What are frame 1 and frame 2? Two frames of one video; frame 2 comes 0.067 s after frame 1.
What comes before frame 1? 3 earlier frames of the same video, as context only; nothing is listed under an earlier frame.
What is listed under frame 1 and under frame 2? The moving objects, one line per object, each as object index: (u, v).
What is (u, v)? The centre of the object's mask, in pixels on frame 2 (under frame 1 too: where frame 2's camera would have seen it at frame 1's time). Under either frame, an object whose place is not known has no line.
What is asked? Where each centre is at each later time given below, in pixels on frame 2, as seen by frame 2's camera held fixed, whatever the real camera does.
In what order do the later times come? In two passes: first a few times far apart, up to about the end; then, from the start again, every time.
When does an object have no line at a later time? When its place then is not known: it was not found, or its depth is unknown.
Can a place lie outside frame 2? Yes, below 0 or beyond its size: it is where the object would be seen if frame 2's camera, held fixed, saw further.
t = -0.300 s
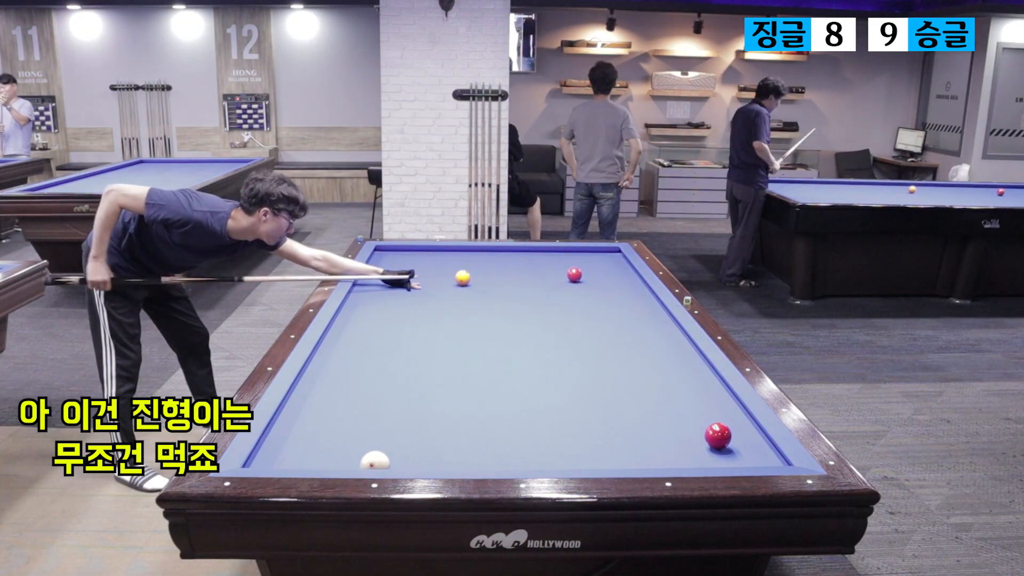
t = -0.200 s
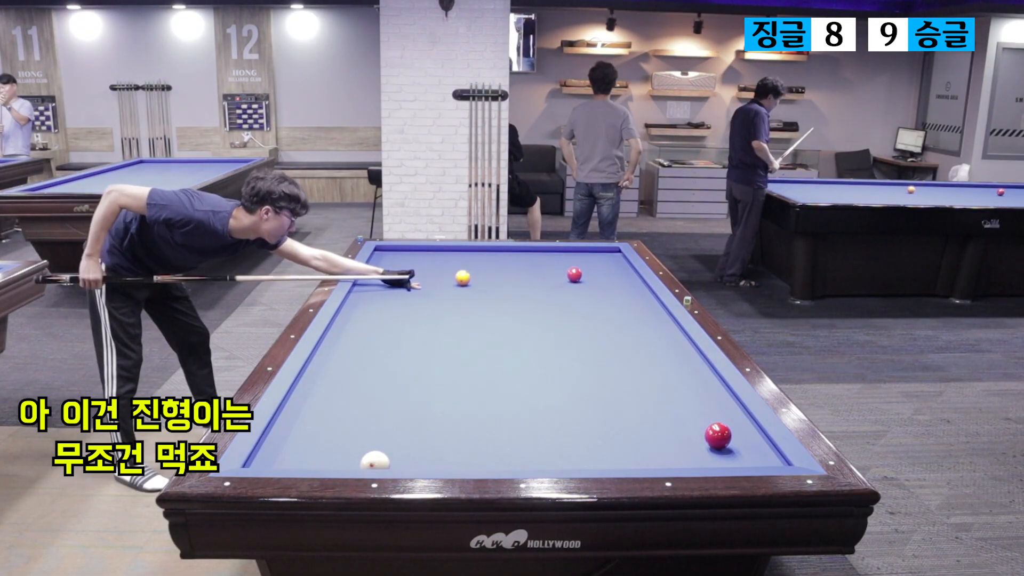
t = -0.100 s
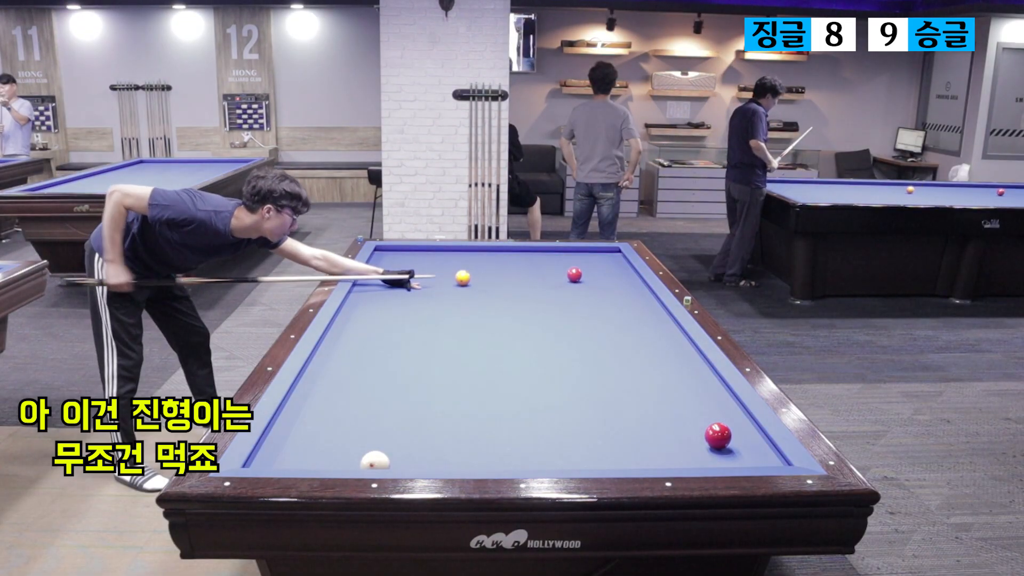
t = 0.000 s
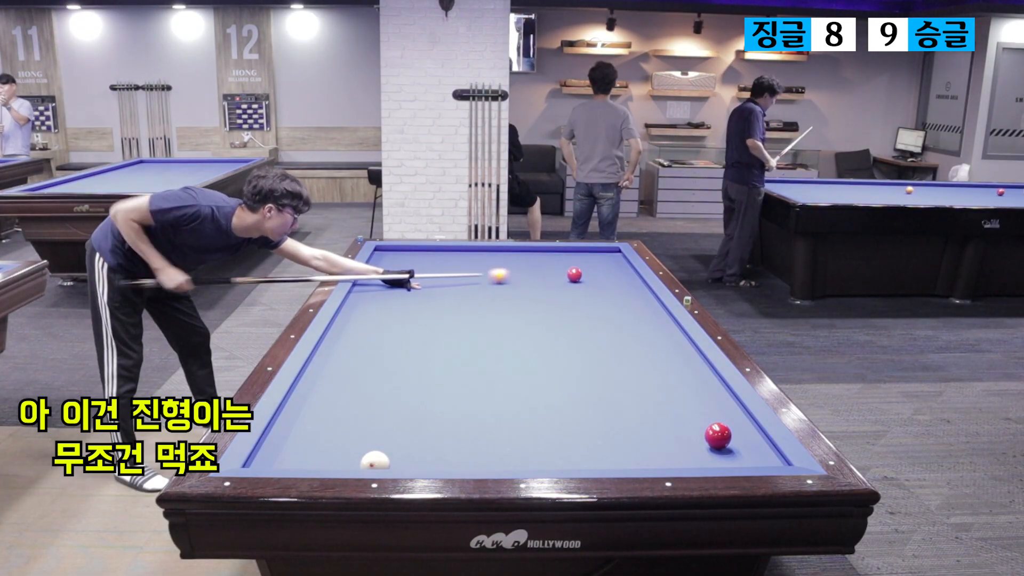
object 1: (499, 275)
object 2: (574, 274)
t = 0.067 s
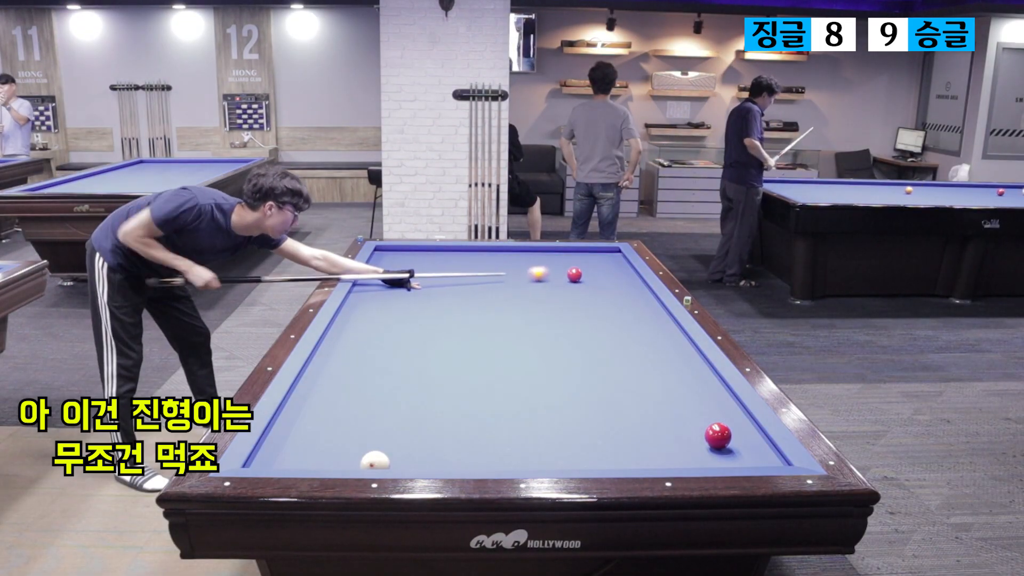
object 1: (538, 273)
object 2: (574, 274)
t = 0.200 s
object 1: (580, 266)
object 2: (605, 279)
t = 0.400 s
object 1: (614, 254)
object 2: (626, 287)
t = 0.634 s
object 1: (566, 252)
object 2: (589, 293)
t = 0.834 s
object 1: (532, 259)
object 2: (560, 297)
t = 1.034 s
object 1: (499, 265)
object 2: (530, 302)
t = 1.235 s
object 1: (463, 271)
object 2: (498, 308)
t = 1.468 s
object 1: (418, 279)
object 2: (460, 314)
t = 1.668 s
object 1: (378, 286)
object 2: (425, 320)
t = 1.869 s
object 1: (368, 294)
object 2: (390, 326)
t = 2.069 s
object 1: (388, 304)
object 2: (353, 331)
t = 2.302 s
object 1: (411, 315)
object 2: (344, 337)
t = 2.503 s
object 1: (432, 326)
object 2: (361, 341)
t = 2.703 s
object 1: (455, 337)
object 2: (377, 345)
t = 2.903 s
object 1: (480, 350)
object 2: (393, 349)
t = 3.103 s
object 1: (507, 364)
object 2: (409, 353)
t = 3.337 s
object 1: (541, 381)
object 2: (428, 358)
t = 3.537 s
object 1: (573, 397)
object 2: (444, 362)
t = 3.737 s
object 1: (608, 414)
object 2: (460, 366)
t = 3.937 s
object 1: (645, 433)
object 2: (476, 370)
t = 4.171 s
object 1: (694, 456)
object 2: (494, 374)
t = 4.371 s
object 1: (725, 453)
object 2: (510, 378)
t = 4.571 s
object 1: (749, 441)
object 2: (525, 382)
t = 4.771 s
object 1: (739, 429)
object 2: (541, 385)
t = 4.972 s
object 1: (713, 416)
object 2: (556, 389)
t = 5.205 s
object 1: (686, 408)
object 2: (574, 393)
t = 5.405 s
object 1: (665, 399)
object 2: (588, 396)
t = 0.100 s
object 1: (556, 272)
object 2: (574, 274)
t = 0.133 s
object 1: (566, 270)
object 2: (583, 276)
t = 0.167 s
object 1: (573, 268)
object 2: (594, 277)
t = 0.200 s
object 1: (580, 266)
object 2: (605, 279)
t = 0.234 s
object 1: (587, 264)
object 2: (615, 281)
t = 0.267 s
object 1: (595, 261)
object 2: (625, 282)
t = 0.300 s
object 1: (602, 259)
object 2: (636, 284)
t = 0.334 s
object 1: (609, 257)
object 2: (639, 285)
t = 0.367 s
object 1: (616, 255)
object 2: (633, 286)
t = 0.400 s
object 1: (614, 254)
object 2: (626, 287)
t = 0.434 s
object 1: (606, 252)
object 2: (620, 287)
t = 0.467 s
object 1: (598, 251)
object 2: (614, 289)
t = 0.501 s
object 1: (590, 249)
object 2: (609, 289)
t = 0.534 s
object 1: (584, 248)
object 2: (604, 290)
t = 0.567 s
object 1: (578, 249)
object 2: (599, 291)
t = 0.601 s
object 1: (572, 251)
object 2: (594, 292)
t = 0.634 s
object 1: (566, 252)
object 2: (589, 293)
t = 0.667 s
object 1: (560, 253)
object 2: (585, 293)
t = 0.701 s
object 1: (555, 254)
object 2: (580, 294)
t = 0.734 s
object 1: (549, 255)
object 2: (575, 295)
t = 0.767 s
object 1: (543, 256)
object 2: (570, 296)
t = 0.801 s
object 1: (538, 258)
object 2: (565, 296)
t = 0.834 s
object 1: (532, 259)
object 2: (560, 297)
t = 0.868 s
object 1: (527, 259)
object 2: (555, 298)
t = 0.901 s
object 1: (521, 261)
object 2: (550, 299)
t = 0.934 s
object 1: (516, 262)
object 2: (545, 300)
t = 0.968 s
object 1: (510, 263)
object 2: (540, 301)
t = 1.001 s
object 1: (504, 264)
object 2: (535, 302)
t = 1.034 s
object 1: (499, 265)
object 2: (530, 302)
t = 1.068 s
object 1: (493, 266)
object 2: (524, 303)
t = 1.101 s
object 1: (487, 267)
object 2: (519, 304)
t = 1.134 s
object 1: (481, 268)
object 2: (514, 305)
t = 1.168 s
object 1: (475, 269)
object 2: (508, 306)
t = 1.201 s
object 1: (469, 270)
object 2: (504, 307)
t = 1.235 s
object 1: (463, 271)
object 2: (498, 308)
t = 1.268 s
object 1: (457, 272)
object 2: (493, 309)
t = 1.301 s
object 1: (450, 273)
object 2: (487, 309)
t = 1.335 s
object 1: (444, 274)
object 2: (482, 310)
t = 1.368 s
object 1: (438, 275)
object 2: (476, 311)
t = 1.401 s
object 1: (431, 276)
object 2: (471, 312)
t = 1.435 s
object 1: (425, 278)
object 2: (465, 313)
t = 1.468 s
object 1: (418, 279)
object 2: (460, 314)
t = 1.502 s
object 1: (412, 280)
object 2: (454, 315)
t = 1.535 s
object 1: (405, 281)
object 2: (448, 316)
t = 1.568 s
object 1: (399, 282)
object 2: (442, 317)
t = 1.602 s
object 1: (392, 284)
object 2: (437, 318)
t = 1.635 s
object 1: (385, 285)
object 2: (431, 319)
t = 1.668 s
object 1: (378, 286)
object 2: (425, 320)
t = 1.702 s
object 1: (371, 287)
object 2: (420, 321)
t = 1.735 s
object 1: (364, 289)
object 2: (414, 322)
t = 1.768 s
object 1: (357, 290)
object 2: (408, 323)
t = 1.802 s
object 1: (360, 291)
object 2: (402, 324)
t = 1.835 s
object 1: (364, 293)
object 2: (396, 325)
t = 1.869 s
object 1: (368, 294)
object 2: (390, 326)
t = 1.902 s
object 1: (372, 296)
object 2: (384, 326)
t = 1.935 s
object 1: (376, 297)
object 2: (378, 327)
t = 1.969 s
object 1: (378, 299)
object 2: (372, 329)
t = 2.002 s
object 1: (382, 300)
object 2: (366, 330)
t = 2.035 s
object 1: (384, 302)
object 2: (360, 330)
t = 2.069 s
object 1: (388, 304)
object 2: (353, 331)
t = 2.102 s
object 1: (391, 305)
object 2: (347, 332)
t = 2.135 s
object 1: (394, 307)
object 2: (341, 334)
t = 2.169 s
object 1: (397, 308)
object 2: (334, 334)
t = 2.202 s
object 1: (401, 310)
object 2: (332, 335)
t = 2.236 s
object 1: (404, 312)
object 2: (337, 336)
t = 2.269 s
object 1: (407, 313)
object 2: (341, 337)
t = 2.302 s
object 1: (411, 315)
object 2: (344, 337)
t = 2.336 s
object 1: (414, 317)
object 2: (347, 338)
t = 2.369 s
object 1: (418, 319)
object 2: (350, 338)
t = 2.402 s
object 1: (421, 320)
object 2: (353, 339)
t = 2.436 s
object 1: (425, 322)
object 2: (355, 340)
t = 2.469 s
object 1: (428, 324)
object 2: (358, 340)
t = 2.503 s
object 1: (432, 326)
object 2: (361, 341)
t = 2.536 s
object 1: (436, 328)
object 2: (363, 342)
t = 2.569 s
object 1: (440, 330)
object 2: (366, 342)
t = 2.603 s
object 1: (443, 331)
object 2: (369, 343)
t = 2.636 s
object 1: (447, 333)
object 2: (371, 344)
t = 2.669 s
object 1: (451, 336)
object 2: (374, 344)
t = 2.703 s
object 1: (455, 337)
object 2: (377, 345)
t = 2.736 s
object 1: (459, 339)
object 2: (379, 346)
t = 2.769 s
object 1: (464, 342)
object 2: (382, 346)
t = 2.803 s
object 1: (467, 344)
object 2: (385, 347)
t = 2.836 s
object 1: (472, 346)
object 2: (387, 347)
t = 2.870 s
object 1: (476, 348)
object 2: (390, 348)
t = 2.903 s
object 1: (480, 350)
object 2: (393, 349)
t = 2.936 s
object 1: (485, 352)
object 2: (395, 350)
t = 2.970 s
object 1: (489, 355)
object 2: (398, 350)
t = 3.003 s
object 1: (493, 357)
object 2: (401, 351)
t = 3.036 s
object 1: (498, 359)
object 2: (404, 352)
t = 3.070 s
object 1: (502, 362)
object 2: (406, 352)
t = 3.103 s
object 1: (507, 364)
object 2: (409, 353)
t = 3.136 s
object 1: (512, 366)
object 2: (412, 354)
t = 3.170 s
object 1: (516, 369)
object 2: (414, 354)
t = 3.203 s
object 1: (521, 371)
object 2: (417, 355)
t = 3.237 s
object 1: (526, 374)
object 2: (419, 355)
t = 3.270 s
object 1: (531, 376)
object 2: (422, 356)
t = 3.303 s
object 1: (536, 378)
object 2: (425, 357)
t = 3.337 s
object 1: (541, 381)
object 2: (428, 358)
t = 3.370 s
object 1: (546, 383)
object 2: (430, 358)
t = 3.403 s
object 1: (552, 386)
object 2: (433, 359)
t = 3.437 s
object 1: (557, 389)
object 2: (436, 360)
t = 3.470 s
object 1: (562, 392)
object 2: (438, 360)
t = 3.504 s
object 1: (568, 394)
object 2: (441, 361)
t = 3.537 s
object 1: (573, 397)
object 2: (444, 362)
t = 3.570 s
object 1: (579, 400)
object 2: (446, 362)
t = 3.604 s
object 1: (584, 403)
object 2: (449, 363)
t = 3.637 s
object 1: (590, 406)
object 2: (452, 364)
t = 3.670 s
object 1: (596, 409)
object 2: (454, 364)
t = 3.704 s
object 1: (601, 411)
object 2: (457, 365)
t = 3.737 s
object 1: (608, 414)
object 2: (460, 366)
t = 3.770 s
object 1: (614, 417)
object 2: (462, 366)
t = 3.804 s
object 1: (620, 421)
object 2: (465, 367)
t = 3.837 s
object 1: (626, 424)
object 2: (468, 368)
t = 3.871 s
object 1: (633, 427)
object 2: (470, 369)
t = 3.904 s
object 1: (639, 430)
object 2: (473, 369)
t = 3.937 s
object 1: (645, 433)
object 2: (476, 370)
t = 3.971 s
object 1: (652, 437)
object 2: (478, 371)
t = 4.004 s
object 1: (659, 440)
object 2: (481, 371)
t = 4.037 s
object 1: (666, 444)
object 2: (484, 372)
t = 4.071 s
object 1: (673, 447)
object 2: (486, 372)
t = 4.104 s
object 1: (679, 450)
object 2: (489, 373)
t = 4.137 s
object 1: (686, 453)
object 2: (491, 374)
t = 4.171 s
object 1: (694, 456)
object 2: (494, 374)
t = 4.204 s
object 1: (701, 458)
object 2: (497, 375)
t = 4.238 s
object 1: (709, 459)
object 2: (499, 375)
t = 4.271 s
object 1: (713, 457)
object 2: (502, 376)
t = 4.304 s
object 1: (717, 456)
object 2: (505, 377)
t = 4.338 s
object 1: (721, 454)
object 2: (507, 377)
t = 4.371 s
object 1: (725, 453)
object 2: (510, 378)
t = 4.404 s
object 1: (729, 451)
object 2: (512, 379)
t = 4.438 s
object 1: (733, 449)
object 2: (515, 379)
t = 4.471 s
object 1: (737, 447)
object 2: (518, 380)
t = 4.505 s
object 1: (740, 445)
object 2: (520, 381)
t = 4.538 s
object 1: (745, 443)
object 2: (523, 381)
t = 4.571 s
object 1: (749, 441)
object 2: (525, 382)
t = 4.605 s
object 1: (753, 439)
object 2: (528, 382)
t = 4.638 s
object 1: (756, 437)
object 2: (530, 383)
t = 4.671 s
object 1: (752, 435)
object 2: (533, 383)
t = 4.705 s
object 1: (747, 433)
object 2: (536, 384)
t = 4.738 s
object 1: (743, 431)
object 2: (538, 385)
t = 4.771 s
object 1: (739, 429)
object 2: (541, 385)
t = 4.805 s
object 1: (736, 427)
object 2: (543, 386)
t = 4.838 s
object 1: (732, 423)
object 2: (546, 387)
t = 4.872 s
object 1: (727, 421)
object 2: (548, 387)
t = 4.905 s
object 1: (722, 419)
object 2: (551, 388)
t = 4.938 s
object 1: (717, 417)
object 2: (554, 388)
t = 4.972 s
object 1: (713, 416)
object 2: (556, 389)
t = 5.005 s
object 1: (709, 416)
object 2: (559, 390)
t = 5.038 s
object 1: (705, 415)
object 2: (561, 390)
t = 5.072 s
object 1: (701, 414)
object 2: (564, 391)
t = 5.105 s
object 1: (698, 413)
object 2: (566, 391)
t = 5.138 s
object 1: (694, 411)
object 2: (568, 392)
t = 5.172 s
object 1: (690, 410)
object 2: (571, 392)
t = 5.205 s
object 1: (686, 408)
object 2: (574, 393)
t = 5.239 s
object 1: (683, 406)
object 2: (576, 393)
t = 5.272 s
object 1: (679, 405)
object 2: (579, 394)
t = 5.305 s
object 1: (675, 404)
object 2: (581, 395)
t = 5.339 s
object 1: (672, 402)
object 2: (583, 395)
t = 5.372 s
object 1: (669, 401)
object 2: (586, 396)
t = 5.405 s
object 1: (665, 399)
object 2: (588, 396)
